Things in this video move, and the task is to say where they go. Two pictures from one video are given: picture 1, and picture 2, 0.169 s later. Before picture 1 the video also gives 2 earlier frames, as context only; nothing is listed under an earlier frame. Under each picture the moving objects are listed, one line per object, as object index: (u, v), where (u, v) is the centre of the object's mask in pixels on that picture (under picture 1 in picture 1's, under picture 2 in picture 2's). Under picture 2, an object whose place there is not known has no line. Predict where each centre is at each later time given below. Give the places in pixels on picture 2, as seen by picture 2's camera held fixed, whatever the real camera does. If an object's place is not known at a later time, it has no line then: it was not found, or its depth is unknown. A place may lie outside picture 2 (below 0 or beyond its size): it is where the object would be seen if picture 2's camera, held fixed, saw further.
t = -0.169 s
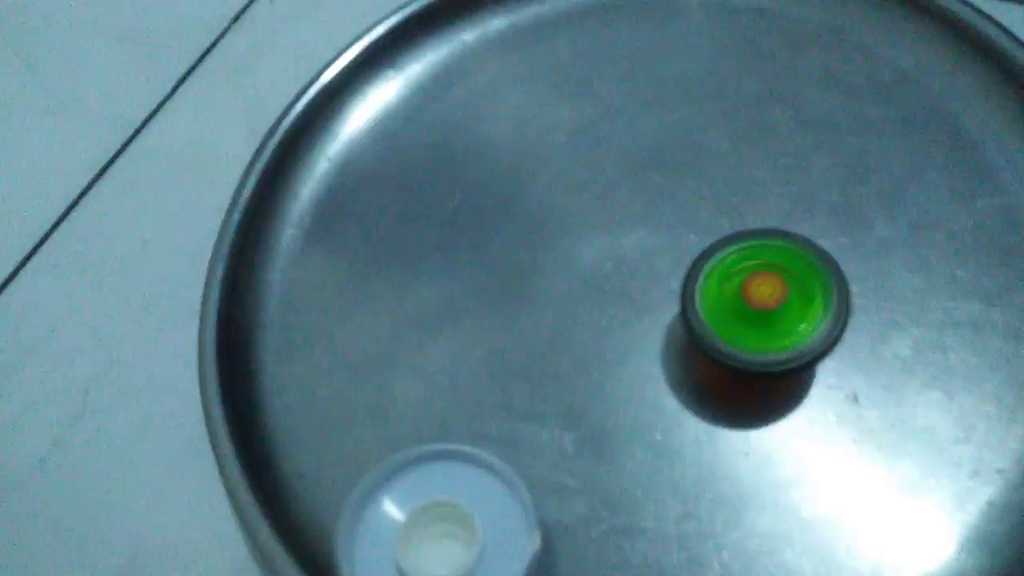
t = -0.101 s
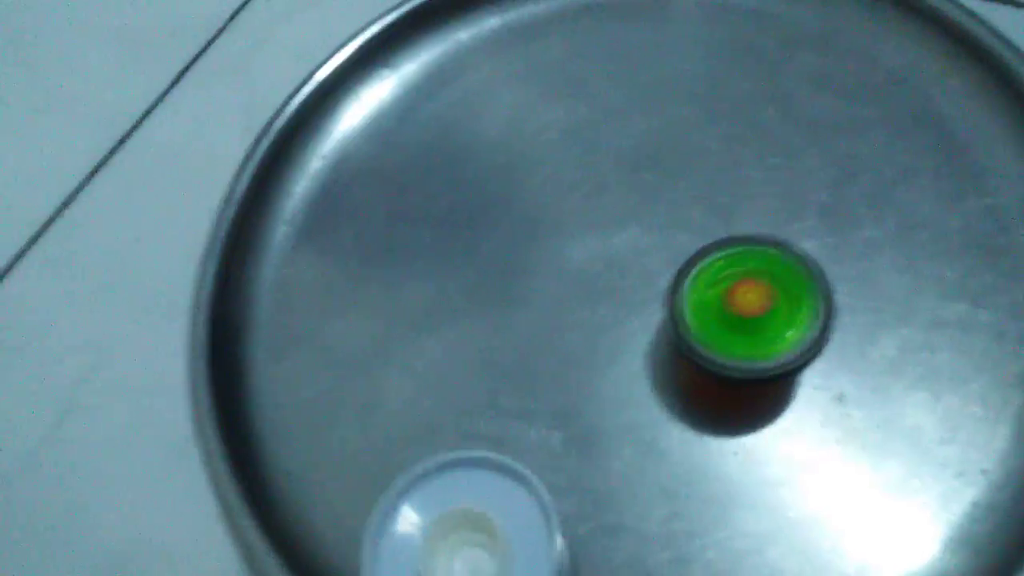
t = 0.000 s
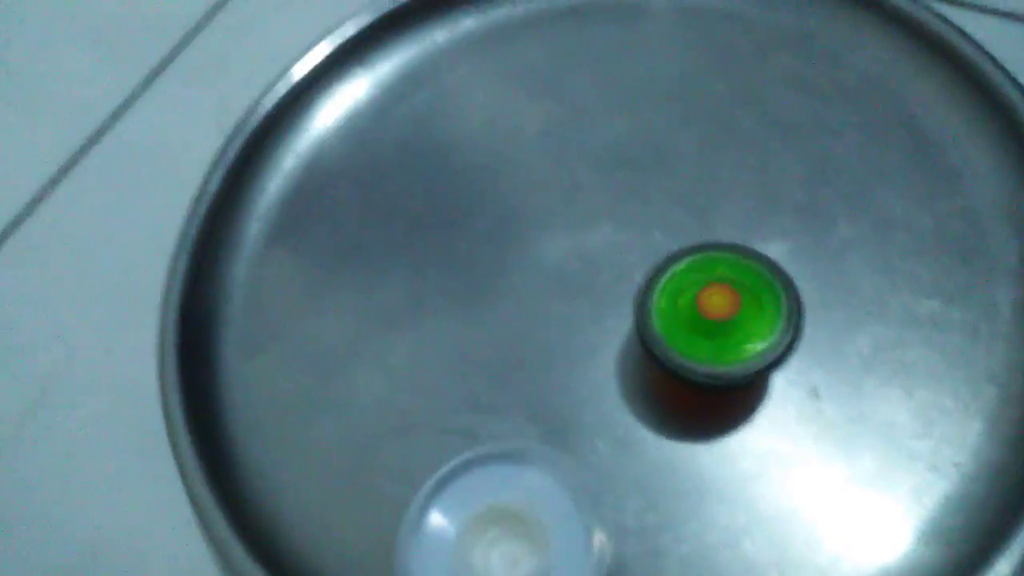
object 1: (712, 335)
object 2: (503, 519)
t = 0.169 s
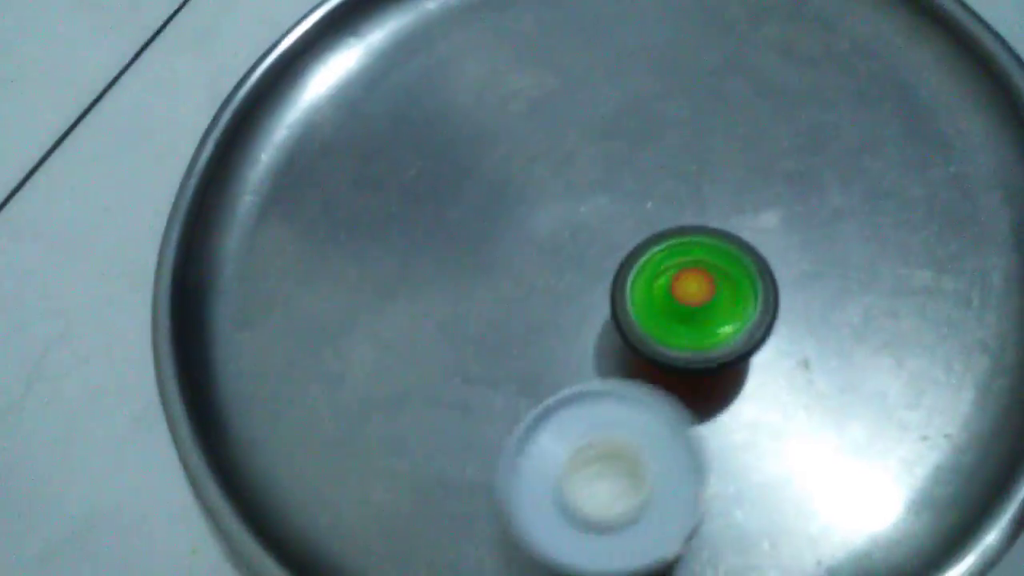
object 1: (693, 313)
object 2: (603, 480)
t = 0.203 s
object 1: (692, 307)
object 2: (621, 471)
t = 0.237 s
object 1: (690, 306)
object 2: (642, 487)
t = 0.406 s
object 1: (687, 308)
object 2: (642, 550)
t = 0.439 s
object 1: (692, 305)
